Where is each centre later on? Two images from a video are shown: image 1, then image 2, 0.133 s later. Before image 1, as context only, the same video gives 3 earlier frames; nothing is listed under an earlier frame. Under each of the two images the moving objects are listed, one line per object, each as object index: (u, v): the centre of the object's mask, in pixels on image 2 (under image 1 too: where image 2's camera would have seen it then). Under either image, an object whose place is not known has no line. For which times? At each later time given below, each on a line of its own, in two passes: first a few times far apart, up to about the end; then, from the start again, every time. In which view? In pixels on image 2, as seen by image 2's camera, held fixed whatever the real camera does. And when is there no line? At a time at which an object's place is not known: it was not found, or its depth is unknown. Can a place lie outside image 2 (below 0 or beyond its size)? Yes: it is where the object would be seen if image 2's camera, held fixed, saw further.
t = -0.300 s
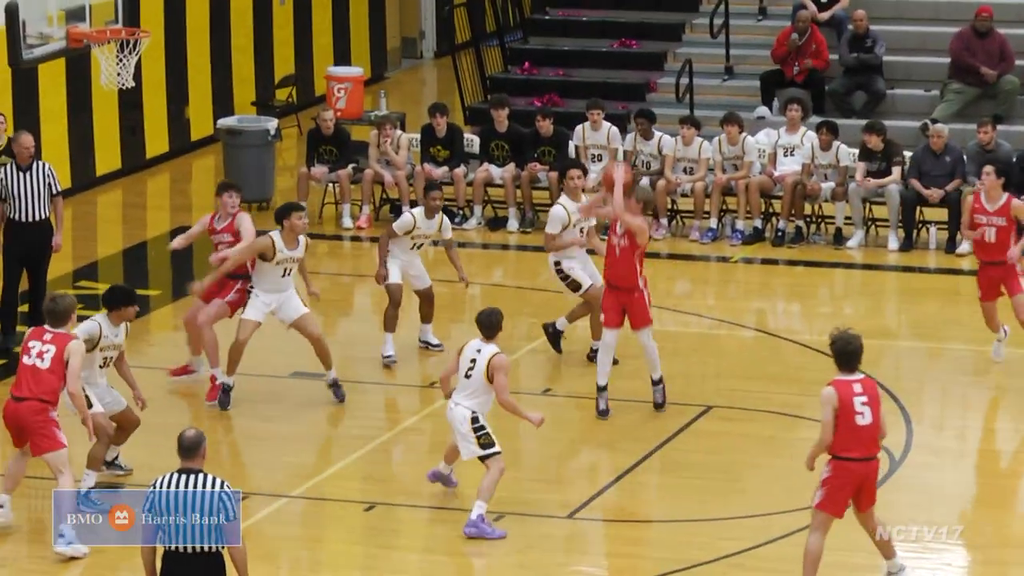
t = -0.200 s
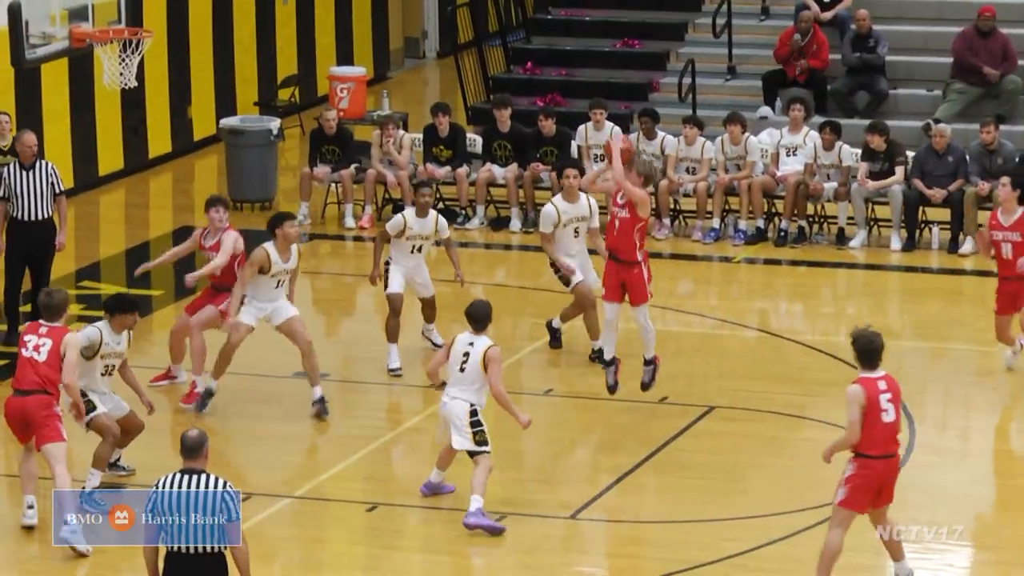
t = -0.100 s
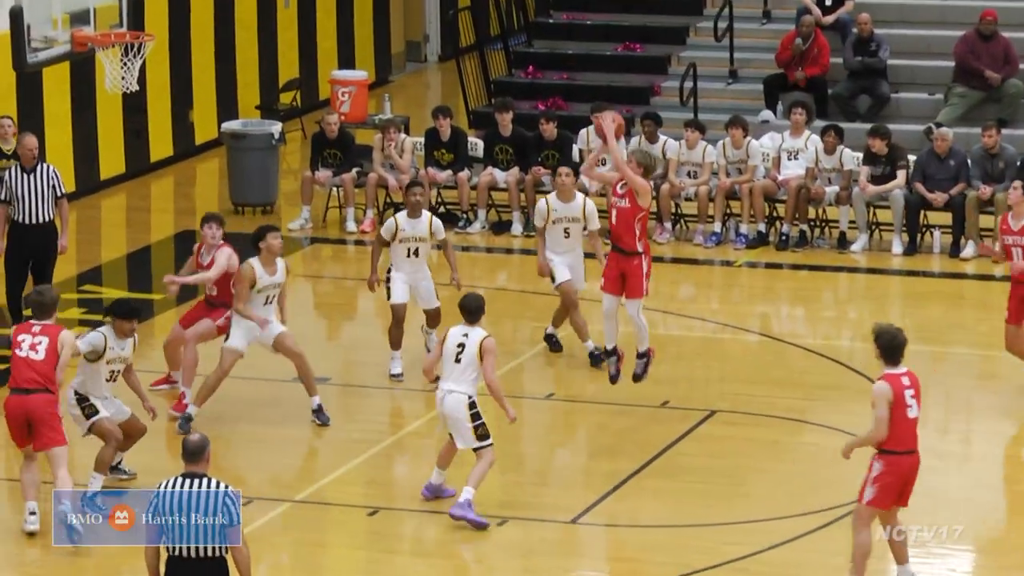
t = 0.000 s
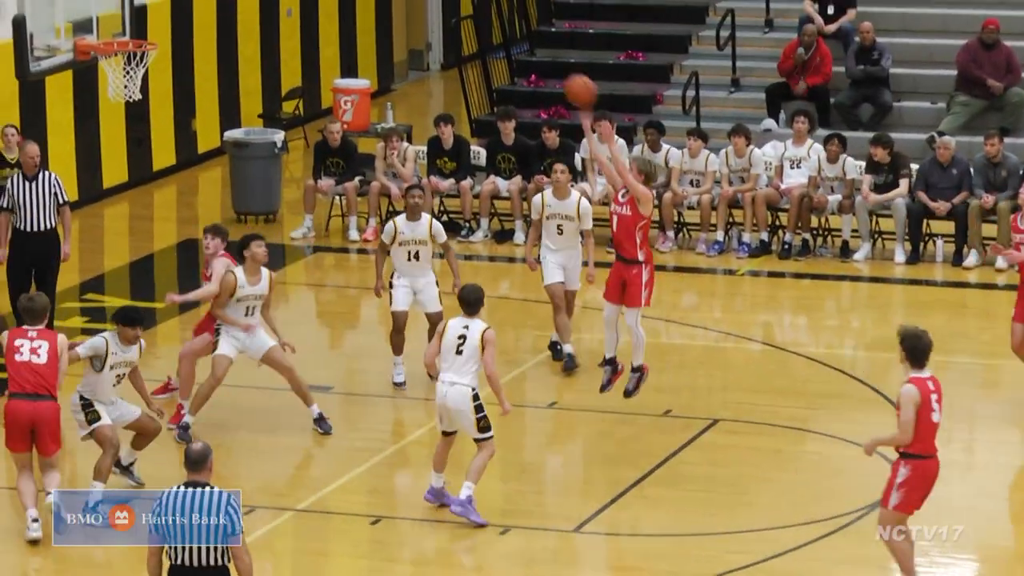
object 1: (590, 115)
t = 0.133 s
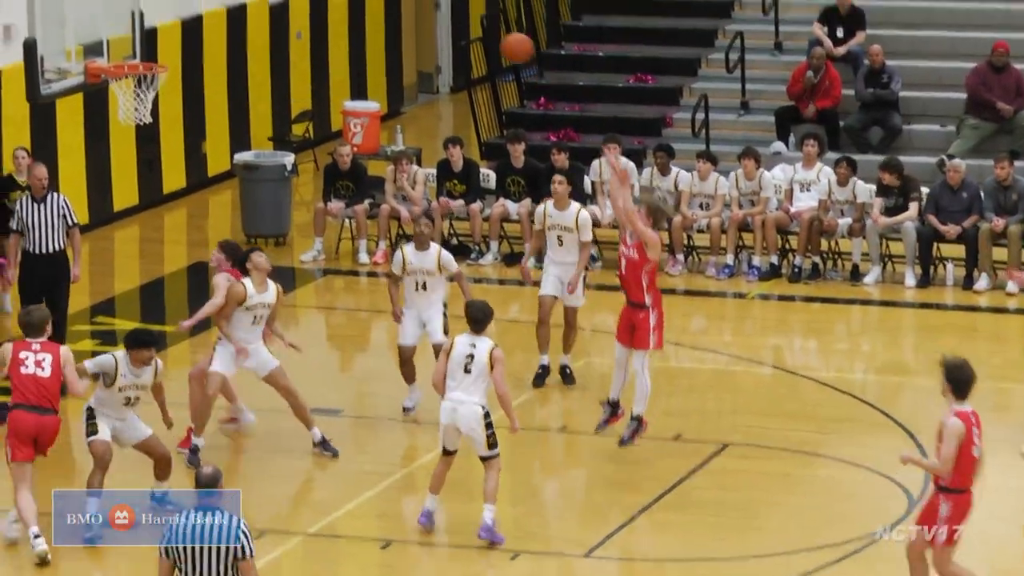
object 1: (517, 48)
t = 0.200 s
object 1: (480, 23)
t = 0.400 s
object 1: (369, -17)
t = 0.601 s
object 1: (261, -6)
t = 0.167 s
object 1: (499, 35)
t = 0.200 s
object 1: (480, 23)
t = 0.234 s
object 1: (462, 13)
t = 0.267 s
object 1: (443, 4)
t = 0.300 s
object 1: (425, -3)
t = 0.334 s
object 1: (407, -10)
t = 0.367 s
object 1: (388, -14)
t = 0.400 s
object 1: (369, -17)
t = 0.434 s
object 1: (351, -19)
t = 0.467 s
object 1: (333, -19)
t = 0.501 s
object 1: (314, -18)
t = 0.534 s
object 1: (296, -16)
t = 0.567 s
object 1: (279, -12)
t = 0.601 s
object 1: (261, -6)
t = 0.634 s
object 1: (243, 1)
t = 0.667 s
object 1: (226, 8)
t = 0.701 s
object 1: (207, 18)
